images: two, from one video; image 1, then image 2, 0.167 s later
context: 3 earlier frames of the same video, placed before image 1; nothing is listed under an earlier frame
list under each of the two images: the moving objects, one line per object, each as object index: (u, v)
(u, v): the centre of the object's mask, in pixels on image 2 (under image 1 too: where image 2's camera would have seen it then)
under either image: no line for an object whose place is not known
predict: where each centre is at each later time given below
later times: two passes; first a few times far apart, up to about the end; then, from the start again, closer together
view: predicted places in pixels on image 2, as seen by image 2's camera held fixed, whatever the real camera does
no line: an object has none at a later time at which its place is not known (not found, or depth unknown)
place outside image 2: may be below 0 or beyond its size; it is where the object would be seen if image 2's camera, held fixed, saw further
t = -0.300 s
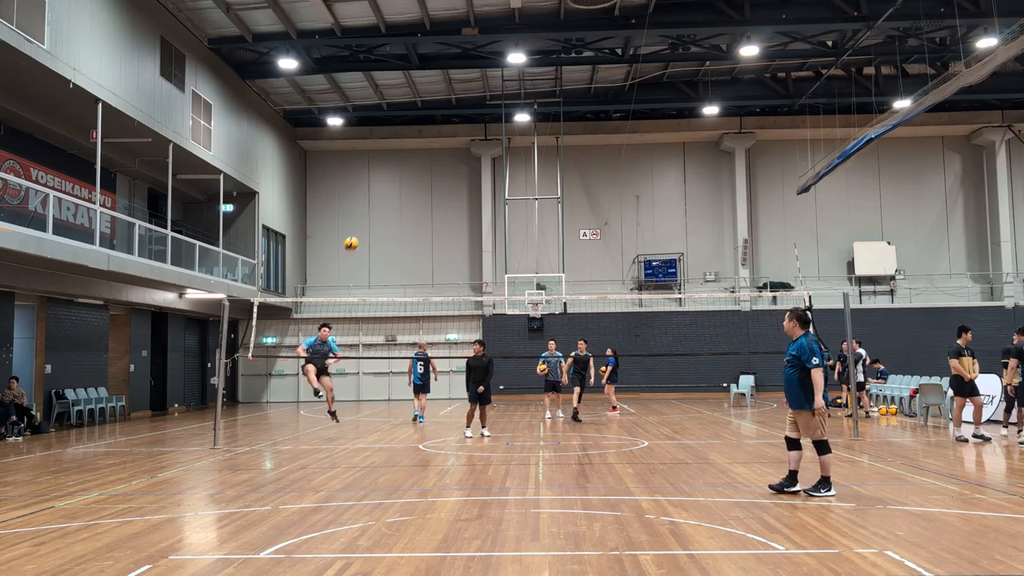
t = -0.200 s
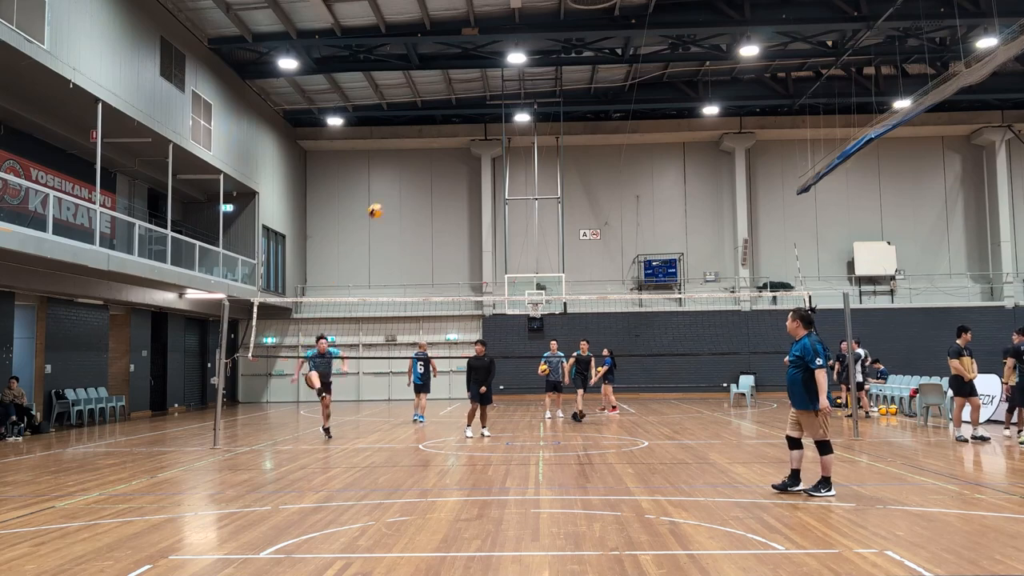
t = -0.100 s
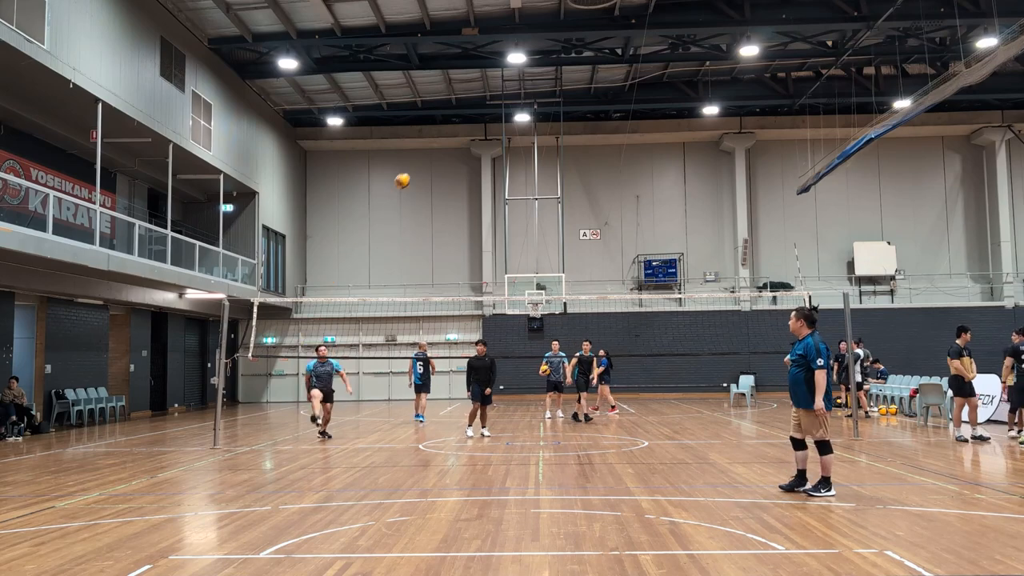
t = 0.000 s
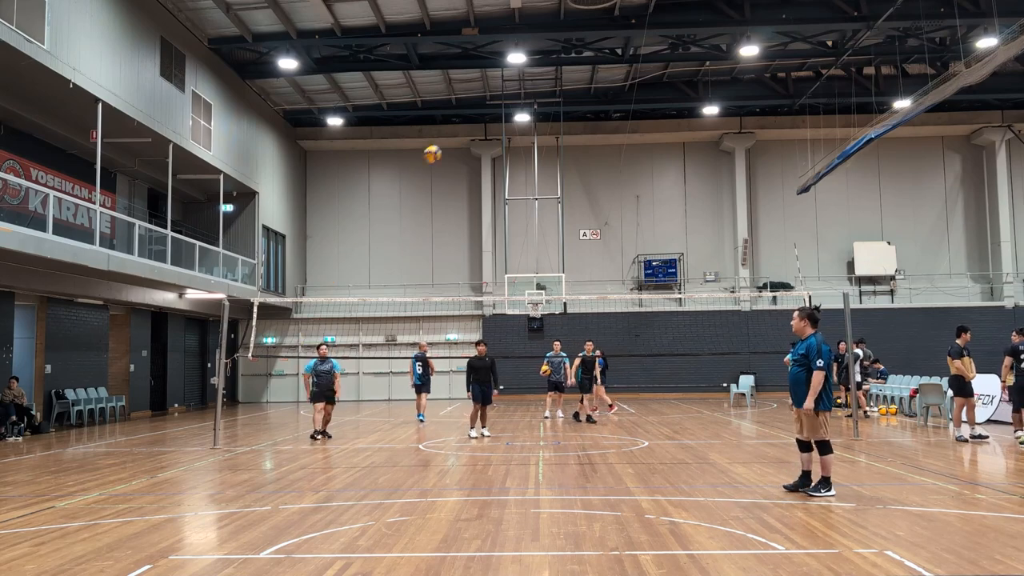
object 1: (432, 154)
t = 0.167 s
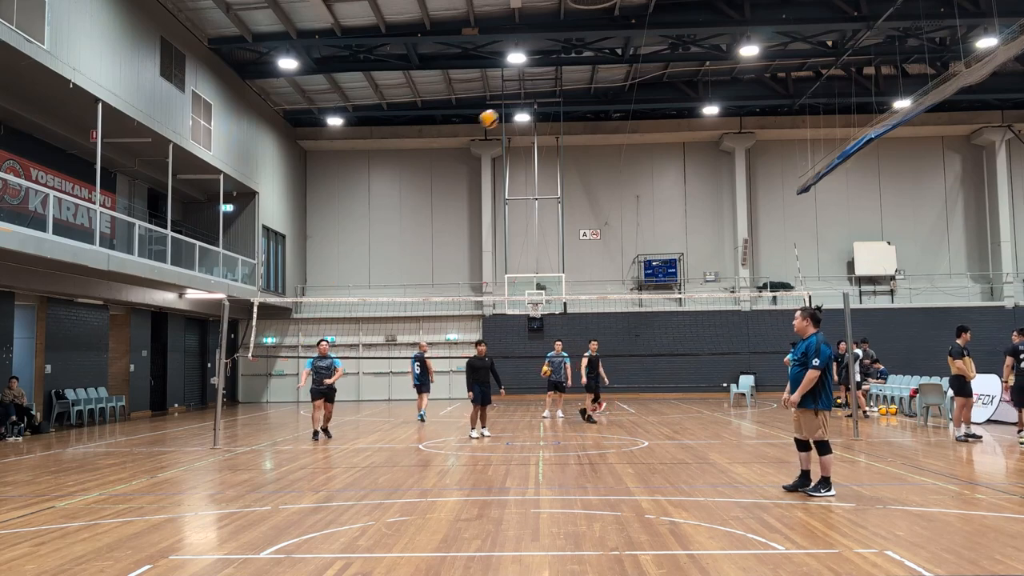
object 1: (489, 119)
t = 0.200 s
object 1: (501, 114)
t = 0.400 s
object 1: (592, 100)
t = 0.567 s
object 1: (691, 115)
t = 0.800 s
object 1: (901, 218)
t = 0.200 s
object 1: (501, 114)
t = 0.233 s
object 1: (514, 109)
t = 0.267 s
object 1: (529, 105)
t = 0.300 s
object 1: (543, 103)
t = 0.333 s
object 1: (558, 101)
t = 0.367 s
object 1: (575, 100)
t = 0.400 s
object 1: (592, 100)
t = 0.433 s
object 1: (610, 101)
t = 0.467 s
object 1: (629, 102)
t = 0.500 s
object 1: (649, 106)
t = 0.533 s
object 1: (670, 109)
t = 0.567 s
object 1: (691, 115)
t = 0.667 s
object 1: (770, 143)
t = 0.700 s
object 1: (799, 157)
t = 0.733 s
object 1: (830, 175)
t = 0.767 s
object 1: (863, 195)
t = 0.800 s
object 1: (901, 218)
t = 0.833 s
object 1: (941, 246)
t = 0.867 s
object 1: (986, 276)
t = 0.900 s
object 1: (1018, 313)
